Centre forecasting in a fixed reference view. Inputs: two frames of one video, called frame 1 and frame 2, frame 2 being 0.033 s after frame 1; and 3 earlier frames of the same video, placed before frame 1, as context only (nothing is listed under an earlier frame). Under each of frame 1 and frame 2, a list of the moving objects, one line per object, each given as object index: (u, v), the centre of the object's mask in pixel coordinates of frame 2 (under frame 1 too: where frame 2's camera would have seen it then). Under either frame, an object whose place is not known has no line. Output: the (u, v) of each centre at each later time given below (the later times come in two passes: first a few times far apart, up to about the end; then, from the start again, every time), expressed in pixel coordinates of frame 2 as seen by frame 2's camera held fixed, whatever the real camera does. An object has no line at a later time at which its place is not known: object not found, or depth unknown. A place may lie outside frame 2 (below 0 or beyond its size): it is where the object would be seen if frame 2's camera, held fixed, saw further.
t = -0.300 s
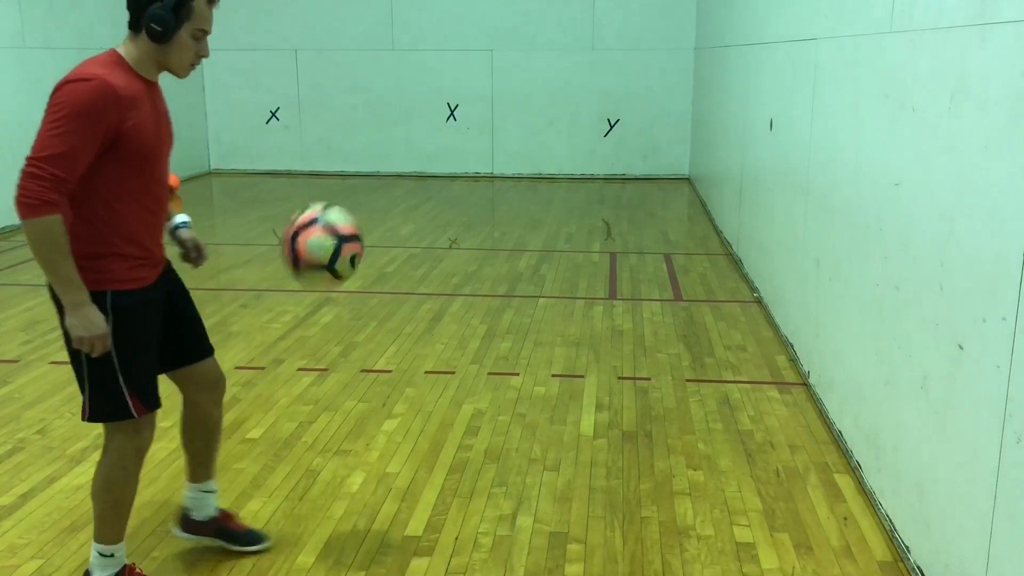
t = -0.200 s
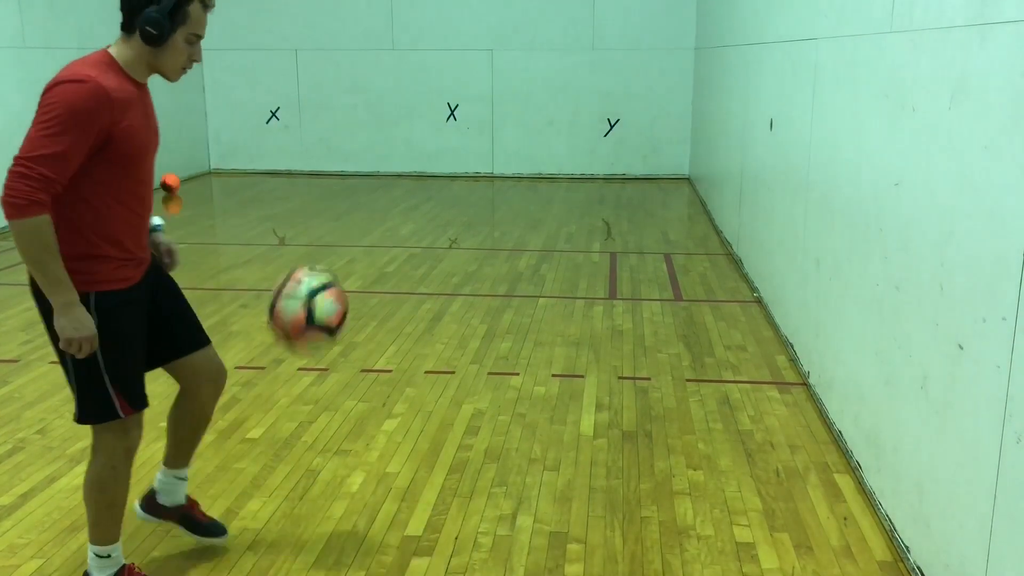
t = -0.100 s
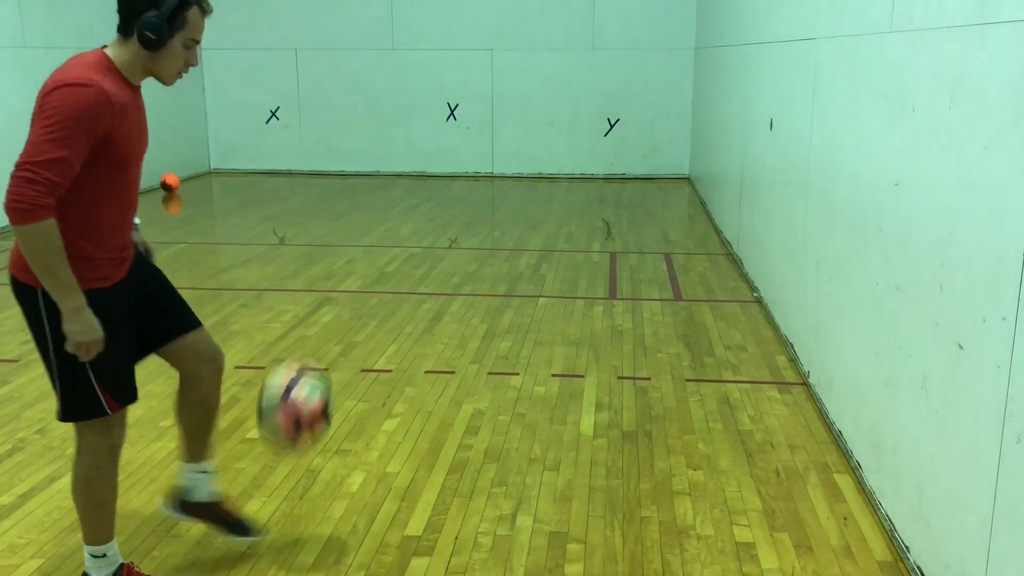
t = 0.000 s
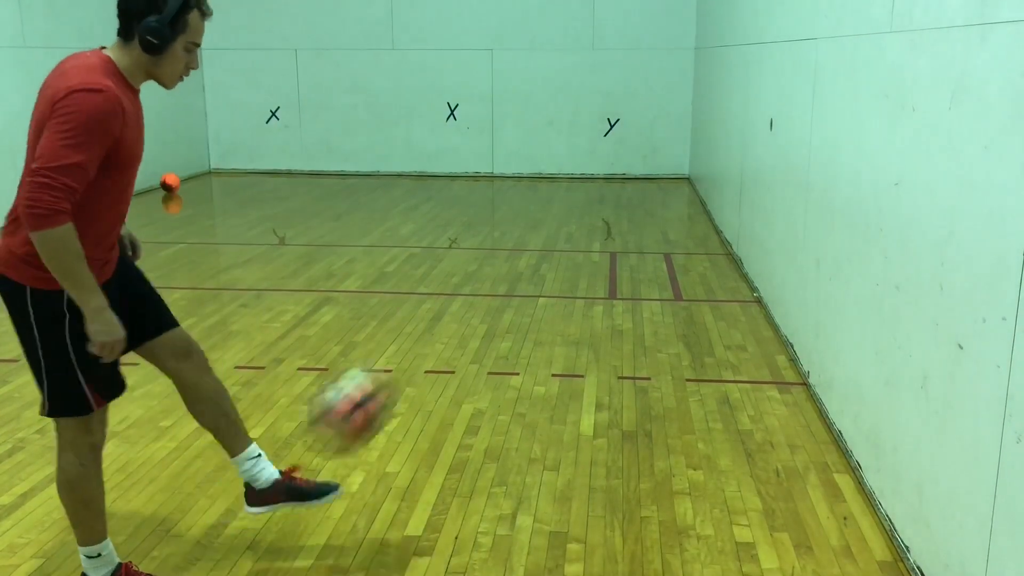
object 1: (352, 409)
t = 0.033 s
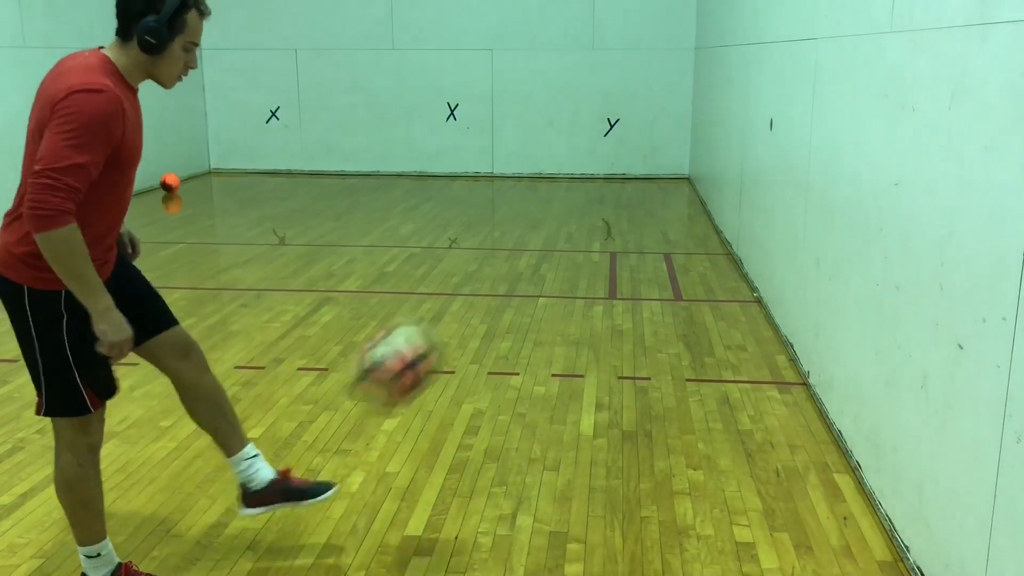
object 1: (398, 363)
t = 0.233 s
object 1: (719, 147)
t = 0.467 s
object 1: (805, 61)
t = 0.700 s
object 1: (479, 198)
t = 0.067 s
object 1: (444, 322)
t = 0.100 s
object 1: (494, 283)
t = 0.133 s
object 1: (548, 244)
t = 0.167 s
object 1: (603, 208)
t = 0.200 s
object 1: (660, 177)
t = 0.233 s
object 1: (719, 147)
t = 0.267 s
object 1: (778, 121)
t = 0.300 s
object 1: (838, 100)
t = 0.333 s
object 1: (900, 82)
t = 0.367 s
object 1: (948, 70)
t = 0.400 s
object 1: (901, 61)
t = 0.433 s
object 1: (855, 59)
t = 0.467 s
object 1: (805, 61)
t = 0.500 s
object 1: (755, 67)
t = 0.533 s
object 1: (707, 79)
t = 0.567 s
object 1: (660, 95)
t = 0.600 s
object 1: (612, 116)
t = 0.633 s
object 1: (568, 137)
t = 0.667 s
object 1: (523, 166)
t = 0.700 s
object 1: (479, 198)
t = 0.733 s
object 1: (440, 231)
